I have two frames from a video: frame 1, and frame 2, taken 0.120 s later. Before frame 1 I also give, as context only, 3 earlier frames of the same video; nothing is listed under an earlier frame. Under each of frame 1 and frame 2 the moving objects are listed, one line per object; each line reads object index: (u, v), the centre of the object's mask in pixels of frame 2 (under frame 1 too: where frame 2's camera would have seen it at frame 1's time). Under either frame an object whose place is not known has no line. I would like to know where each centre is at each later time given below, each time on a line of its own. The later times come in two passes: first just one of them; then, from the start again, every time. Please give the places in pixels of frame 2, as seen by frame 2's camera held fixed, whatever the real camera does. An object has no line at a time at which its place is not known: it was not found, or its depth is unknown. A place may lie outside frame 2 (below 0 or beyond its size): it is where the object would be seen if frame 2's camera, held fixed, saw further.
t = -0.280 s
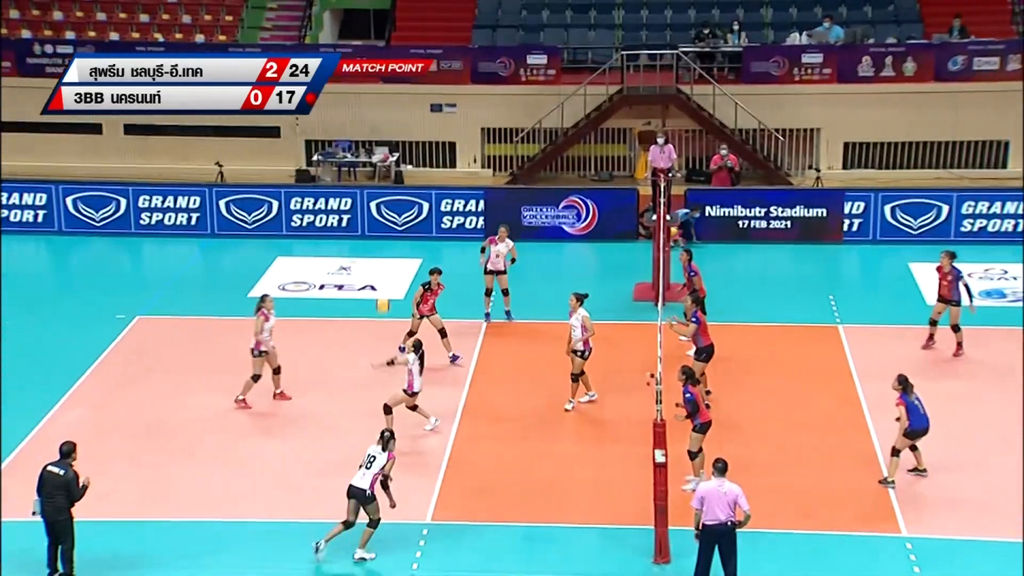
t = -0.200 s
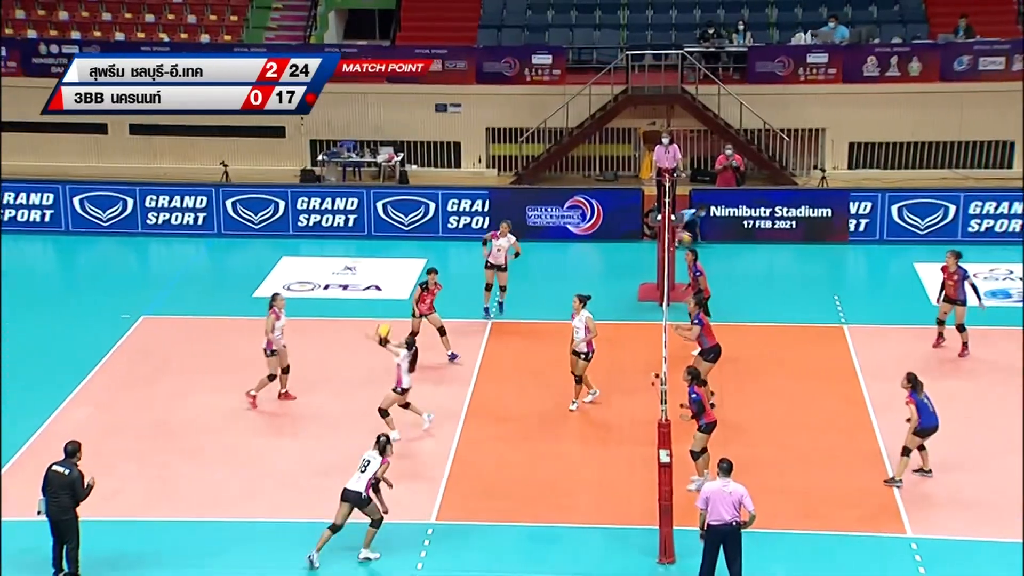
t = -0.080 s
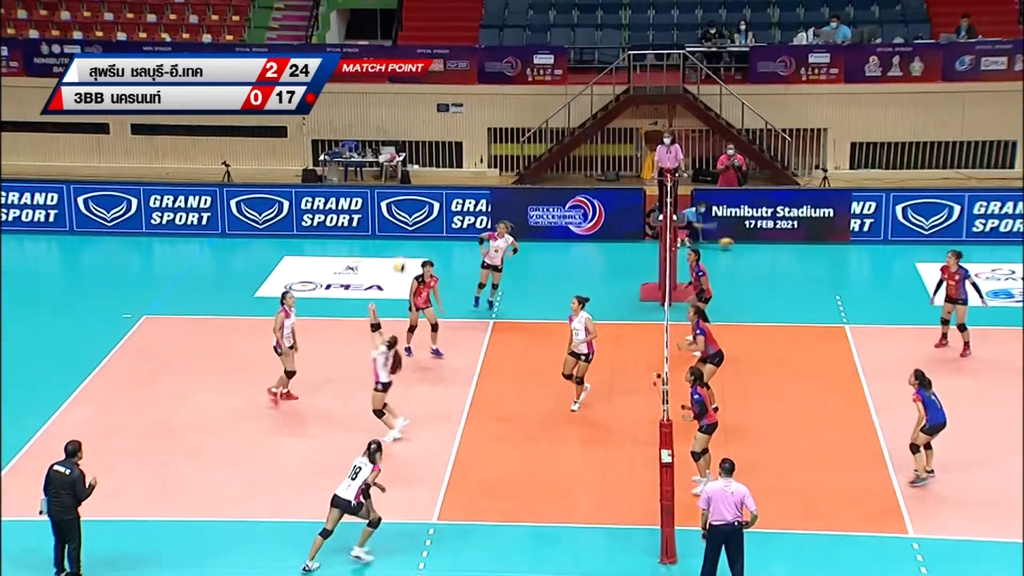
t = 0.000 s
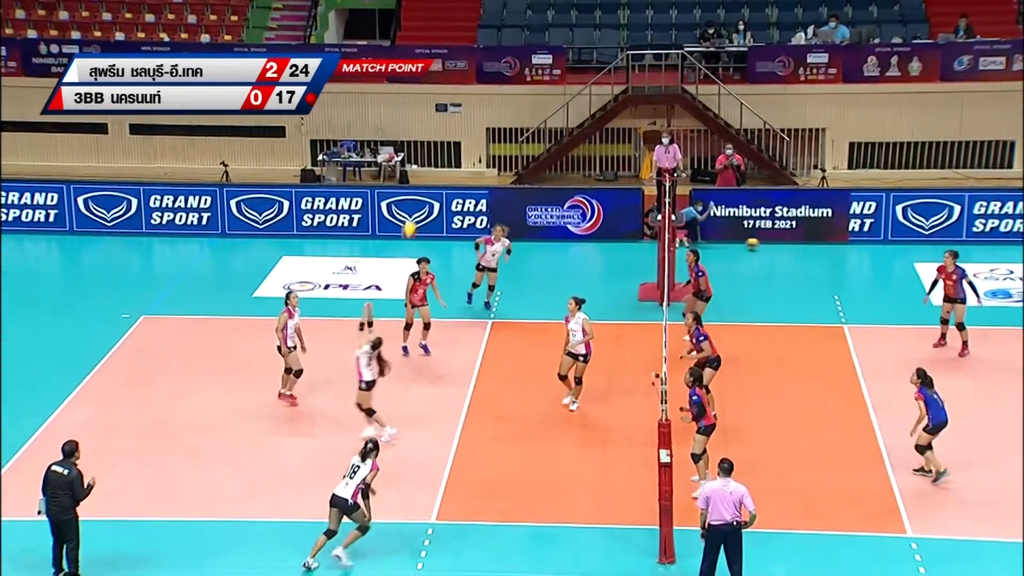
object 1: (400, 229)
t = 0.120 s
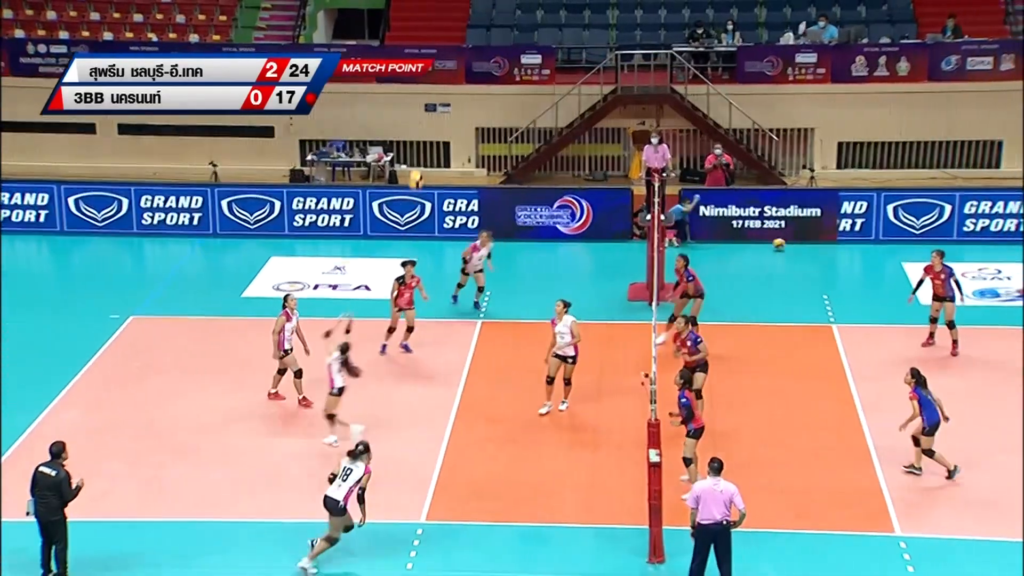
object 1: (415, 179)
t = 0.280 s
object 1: (436, 129)
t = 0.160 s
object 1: (421, 165)
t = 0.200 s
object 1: (425, 153)
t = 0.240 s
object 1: (431, 142)
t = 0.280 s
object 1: (436, 129)
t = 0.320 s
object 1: (442, 119)
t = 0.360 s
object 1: (447, 112)
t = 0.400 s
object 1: (452, 105)
